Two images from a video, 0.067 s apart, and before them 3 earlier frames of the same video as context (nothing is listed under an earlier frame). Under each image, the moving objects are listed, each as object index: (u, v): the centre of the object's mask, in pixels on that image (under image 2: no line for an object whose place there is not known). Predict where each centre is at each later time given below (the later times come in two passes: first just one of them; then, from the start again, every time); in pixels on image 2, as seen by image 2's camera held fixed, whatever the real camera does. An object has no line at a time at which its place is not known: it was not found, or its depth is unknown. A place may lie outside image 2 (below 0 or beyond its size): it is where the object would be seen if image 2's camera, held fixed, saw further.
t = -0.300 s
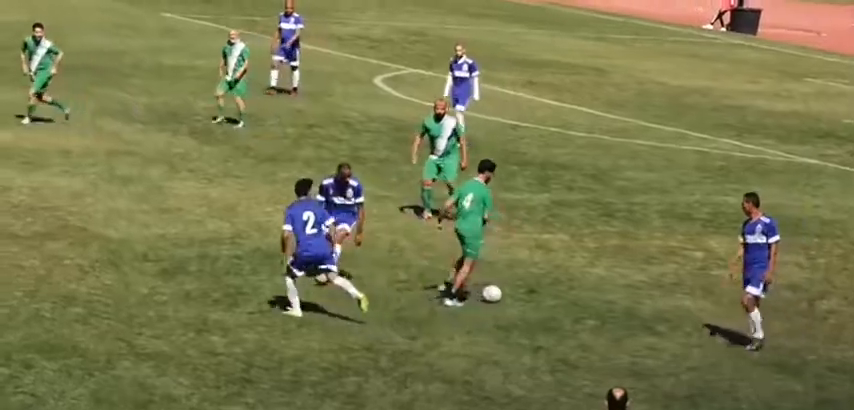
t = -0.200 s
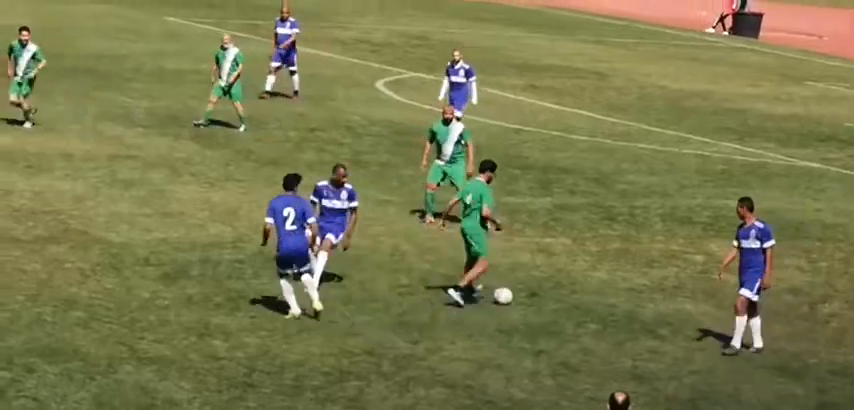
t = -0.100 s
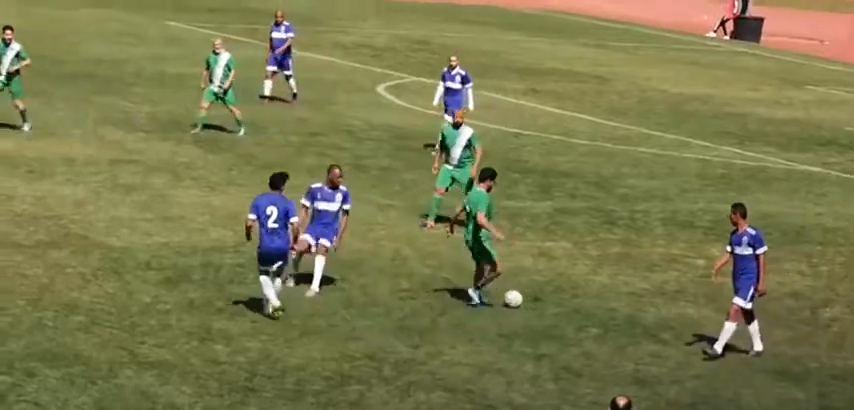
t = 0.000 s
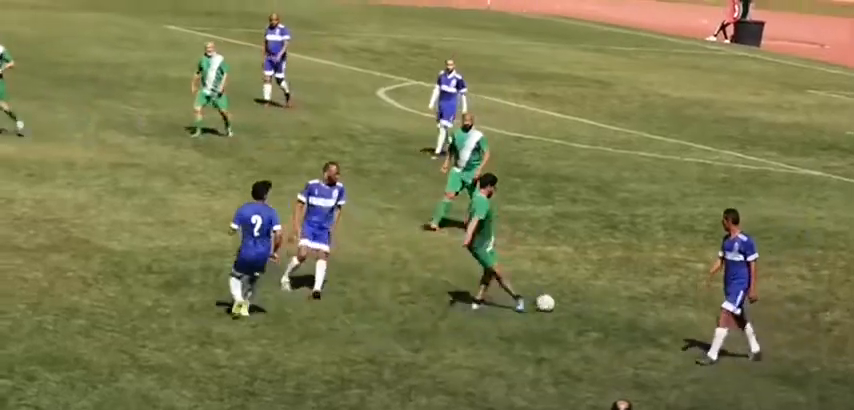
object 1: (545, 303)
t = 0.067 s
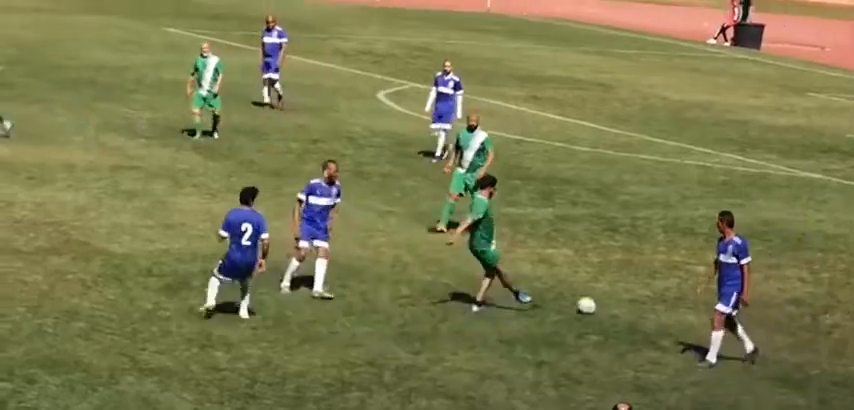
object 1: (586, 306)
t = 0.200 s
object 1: (659, 308)
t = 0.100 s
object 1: (606, 306)
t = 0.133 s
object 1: (624, 307)
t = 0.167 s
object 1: (642, 308)
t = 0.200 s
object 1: (659, 308)
